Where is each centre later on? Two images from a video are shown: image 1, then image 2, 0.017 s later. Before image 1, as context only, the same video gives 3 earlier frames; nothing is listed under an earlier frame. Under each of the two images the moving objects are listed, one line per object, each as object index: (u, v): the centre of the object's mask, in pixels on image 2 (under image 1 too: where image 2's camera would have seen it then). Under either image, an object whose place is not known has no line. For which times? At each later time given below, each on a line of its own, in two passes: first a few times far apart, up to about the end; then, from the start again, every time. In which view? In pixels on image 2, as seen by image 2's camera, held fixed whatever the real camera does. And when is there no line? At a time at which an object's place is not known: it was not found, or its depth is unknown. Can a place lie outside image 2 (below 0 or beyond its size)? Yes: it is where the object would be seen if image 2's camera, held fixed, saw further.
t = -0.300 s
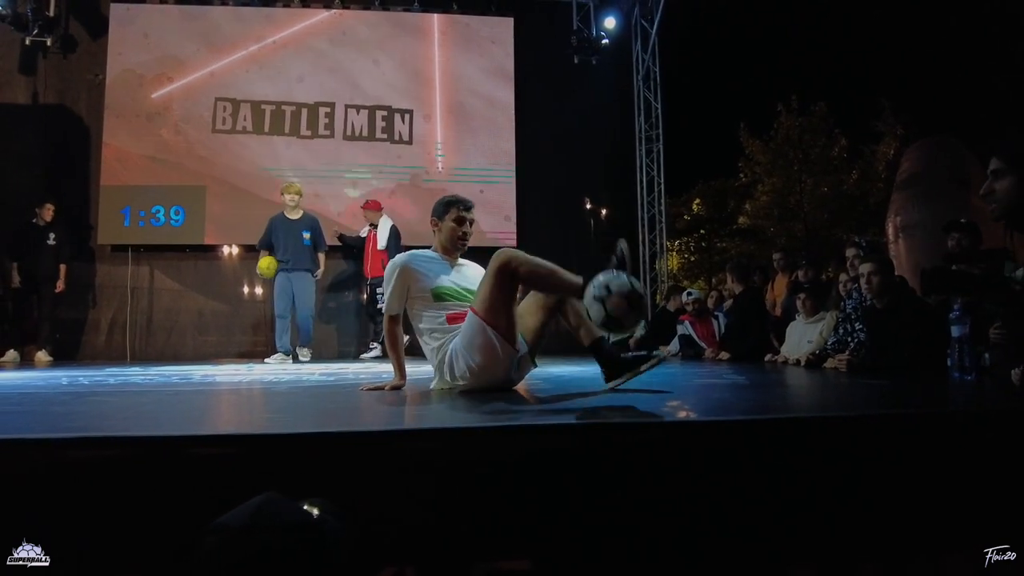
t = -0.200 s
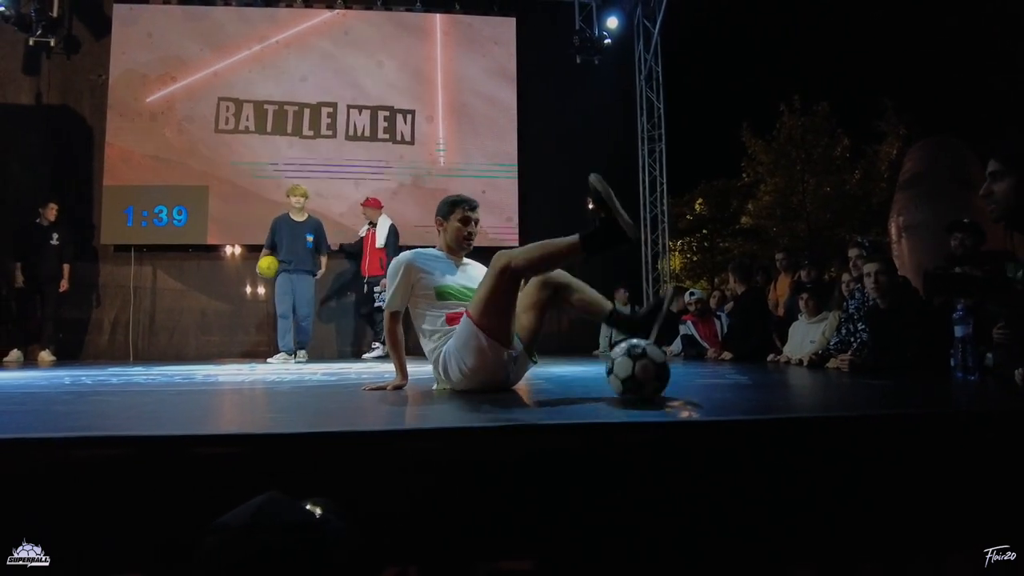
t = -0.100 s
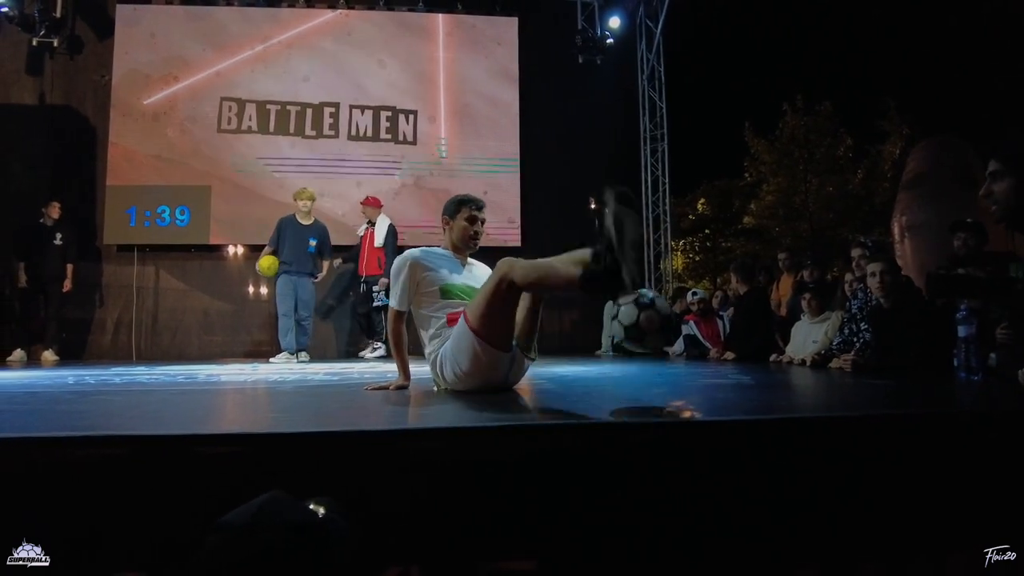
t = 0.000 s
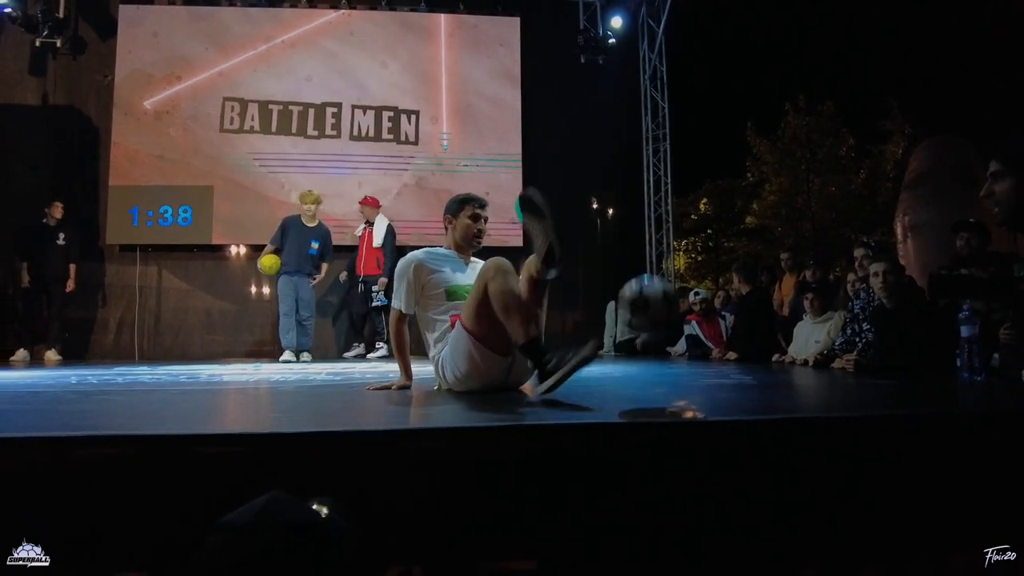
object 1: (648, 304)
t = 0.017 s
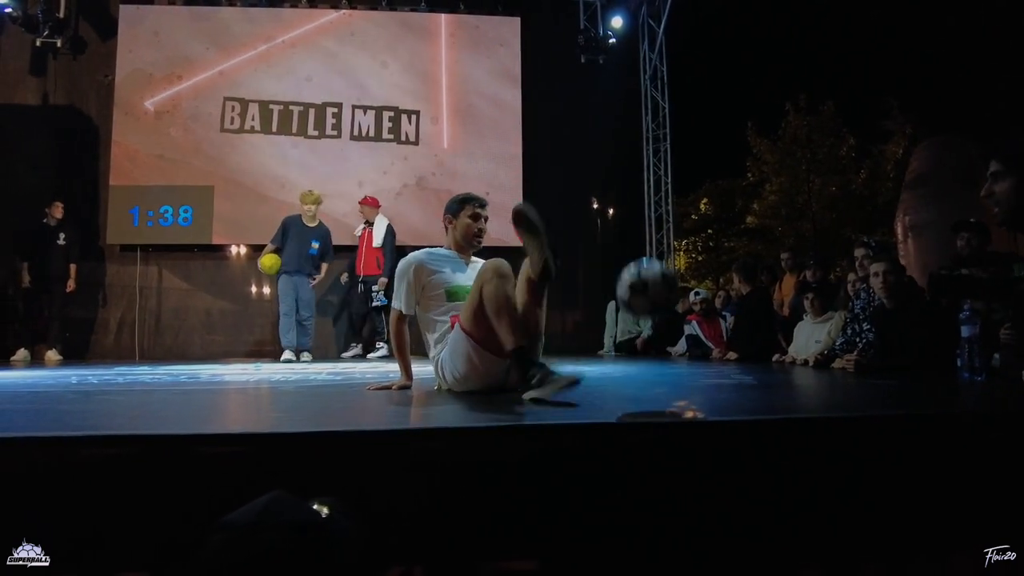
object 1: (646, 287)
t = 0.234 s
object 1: (631, 139)
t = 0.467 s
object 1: (617, 116)
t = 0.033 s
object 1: (645, 272)
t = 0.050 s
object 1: (643, 258)
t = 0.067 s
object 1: (642, 244)
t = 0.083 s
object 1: (640, 230)
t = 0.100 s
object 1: (639, 216)
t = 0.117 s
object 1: (638, 204)
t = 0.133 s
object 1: (637, 193)
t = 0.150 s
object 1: (636, 182)
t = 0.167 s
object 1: (635, 172)
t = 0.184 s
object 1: (634, 162)
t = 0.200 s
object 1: (633, 154)
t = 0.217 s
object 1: (632, 146)
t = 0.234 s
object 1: (631, 139)
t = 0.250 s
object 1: (630, 133)
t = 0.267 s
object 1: (629, 128)
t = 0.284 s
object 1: (628, 123)
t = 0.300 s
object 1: (627, 119)
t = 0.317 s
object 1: (626, 115)
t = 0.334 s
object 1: (625, 113)
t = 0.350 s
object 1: (624, 111)
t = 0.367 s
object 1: (623, 109)
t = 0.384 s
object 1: (622, 109)
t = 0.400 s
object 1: (621, 109)
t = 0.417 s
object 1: (620, 110)
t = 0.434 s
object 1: (619, 111)
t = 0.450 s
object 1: (618, 114)
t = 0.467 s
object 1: (617, 116)
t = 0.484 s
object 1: (617, 120)
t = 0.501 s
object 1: (616, 124)
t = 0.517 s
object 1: (615, 129)
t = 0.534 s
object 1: (615, 135)
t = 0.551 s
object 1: (614, 140)
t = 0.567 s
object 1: (613, 148)
